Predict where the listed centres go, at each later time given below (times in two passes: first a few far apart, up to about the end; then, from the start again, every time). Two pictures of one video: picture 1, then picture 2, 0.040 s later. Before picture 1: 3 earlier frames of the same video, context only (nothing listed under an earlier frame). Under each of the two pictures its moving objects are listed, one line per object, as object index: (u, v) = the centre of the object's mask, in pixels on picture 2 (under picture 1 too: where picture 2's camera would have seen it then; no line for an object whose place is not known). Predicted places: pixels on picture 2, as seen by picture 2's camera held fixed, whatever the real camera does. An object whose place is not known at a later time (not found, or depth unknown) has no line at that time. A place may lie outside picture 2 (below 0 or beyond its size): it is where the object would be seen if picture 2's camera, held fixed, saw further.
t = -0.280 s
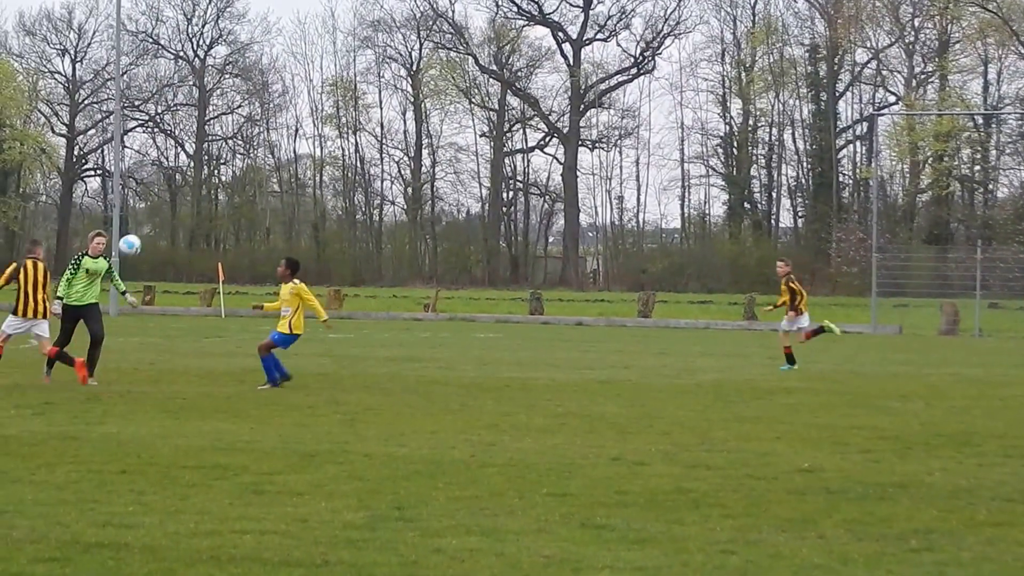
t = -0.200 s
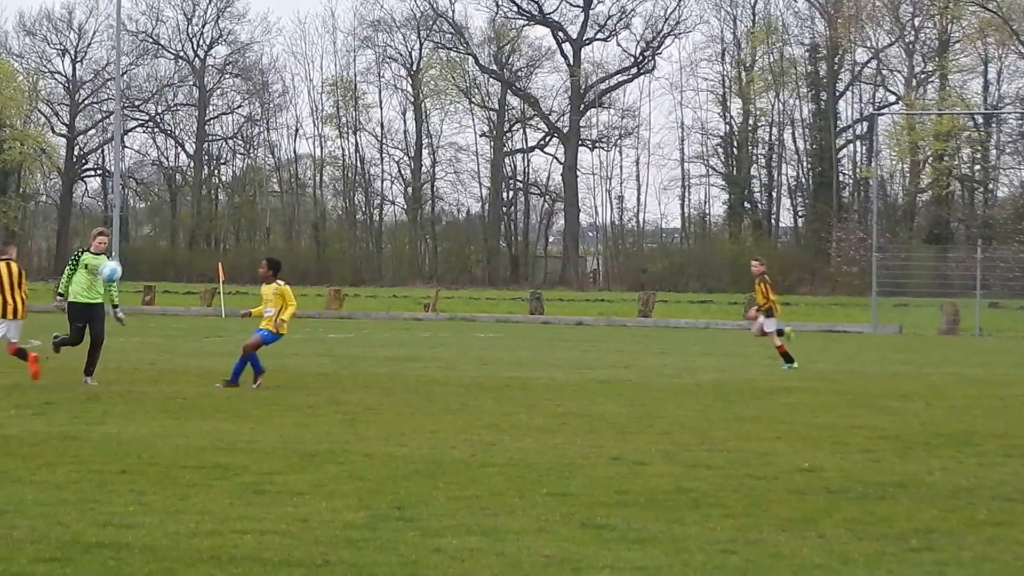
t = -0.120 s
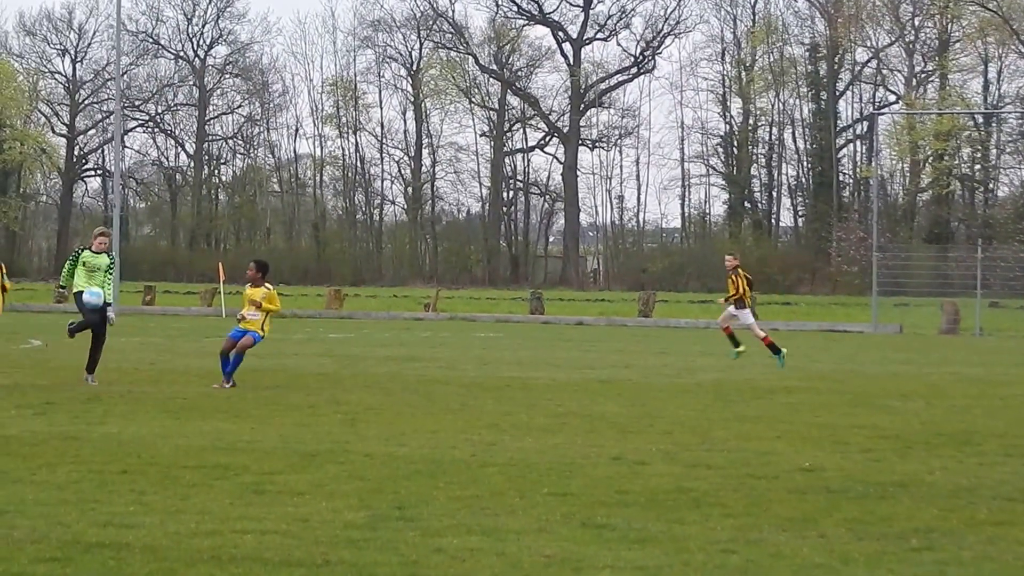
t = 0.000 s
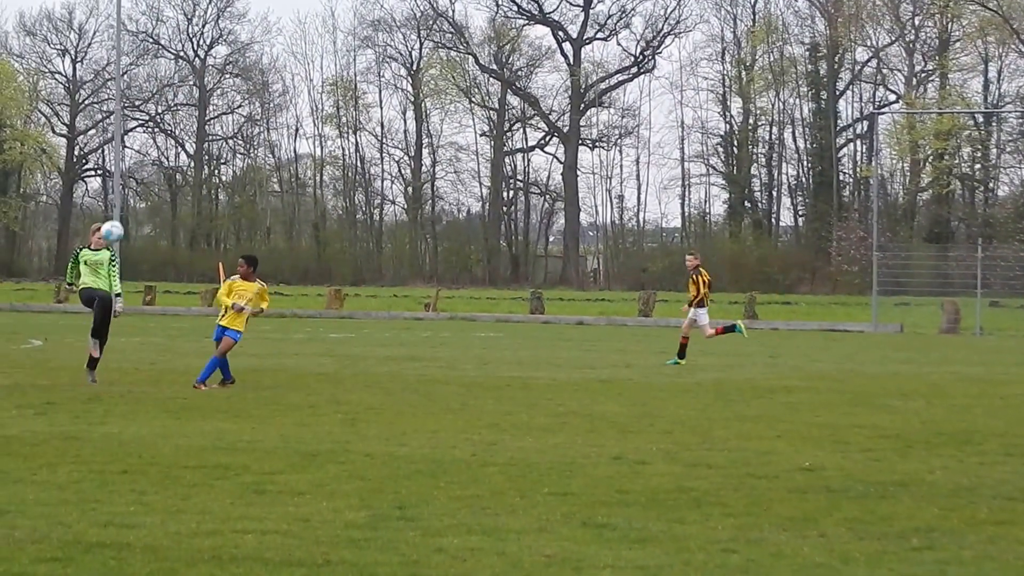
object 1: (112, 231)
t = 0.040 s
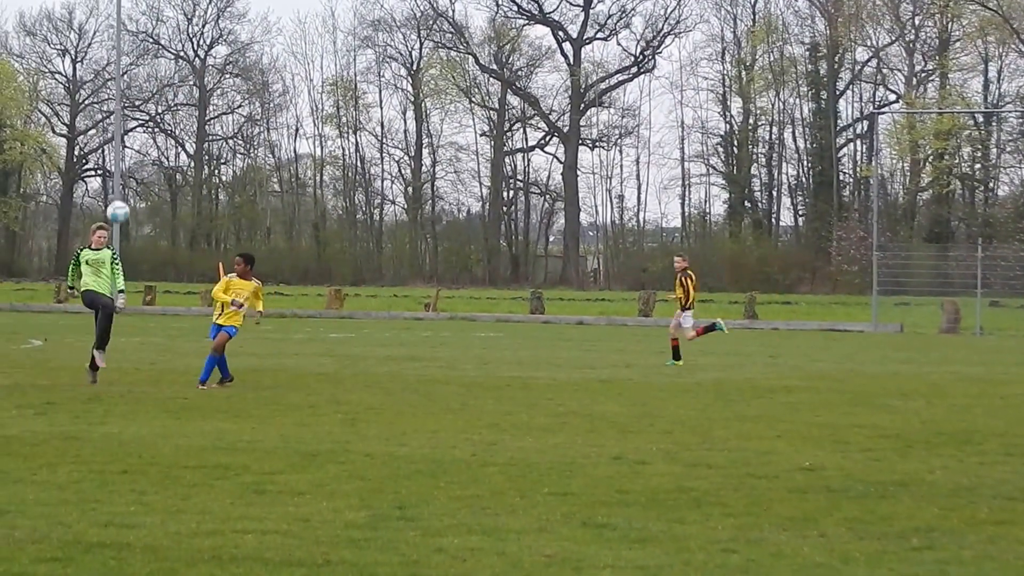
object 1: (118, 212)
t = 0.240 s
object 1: (147, 134)
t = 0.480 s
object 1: (182, 91)
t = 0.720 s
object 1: (216, 106)
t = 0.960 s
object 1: (251, 185)
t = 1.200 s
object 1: (287, 341)
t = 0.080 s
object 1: (124, 194)
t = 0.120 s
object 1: (130, 177)
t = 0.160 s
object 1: (137, 162)
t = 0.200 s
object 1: (142, 147)
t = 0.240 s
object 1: (147, 134)
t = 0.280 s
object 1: (153, 123)
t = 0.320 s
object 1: (159, 114)
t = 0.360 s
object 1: (164, 105)
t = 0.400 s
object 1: (170, 99)
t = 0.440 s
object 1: (175, 94)
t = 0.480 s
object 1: (182, 91)
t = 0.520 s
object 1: (187, 89)
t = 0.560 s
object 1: (193, 88)
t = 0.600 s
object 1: (199, 90)
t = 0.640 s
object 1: (205, 93)
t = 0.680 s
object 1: (209, 98)
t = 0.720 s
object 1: (216, 106)
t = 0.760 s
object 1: (222, 113)
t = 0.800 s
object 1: (228, 124)
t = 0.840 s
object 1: (233, 137)
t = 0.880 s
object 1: (239, 151)
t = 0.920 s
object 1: (245, 167)
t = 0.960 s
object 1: (251, 185)
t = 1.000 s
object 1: (257, 206)
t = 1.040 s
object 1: (263, 228)
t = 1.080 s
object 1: (269, 253)
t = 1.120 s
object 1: (275, 280)
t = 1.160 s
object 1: (281, 310)
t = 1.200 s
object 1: (287, 341)
